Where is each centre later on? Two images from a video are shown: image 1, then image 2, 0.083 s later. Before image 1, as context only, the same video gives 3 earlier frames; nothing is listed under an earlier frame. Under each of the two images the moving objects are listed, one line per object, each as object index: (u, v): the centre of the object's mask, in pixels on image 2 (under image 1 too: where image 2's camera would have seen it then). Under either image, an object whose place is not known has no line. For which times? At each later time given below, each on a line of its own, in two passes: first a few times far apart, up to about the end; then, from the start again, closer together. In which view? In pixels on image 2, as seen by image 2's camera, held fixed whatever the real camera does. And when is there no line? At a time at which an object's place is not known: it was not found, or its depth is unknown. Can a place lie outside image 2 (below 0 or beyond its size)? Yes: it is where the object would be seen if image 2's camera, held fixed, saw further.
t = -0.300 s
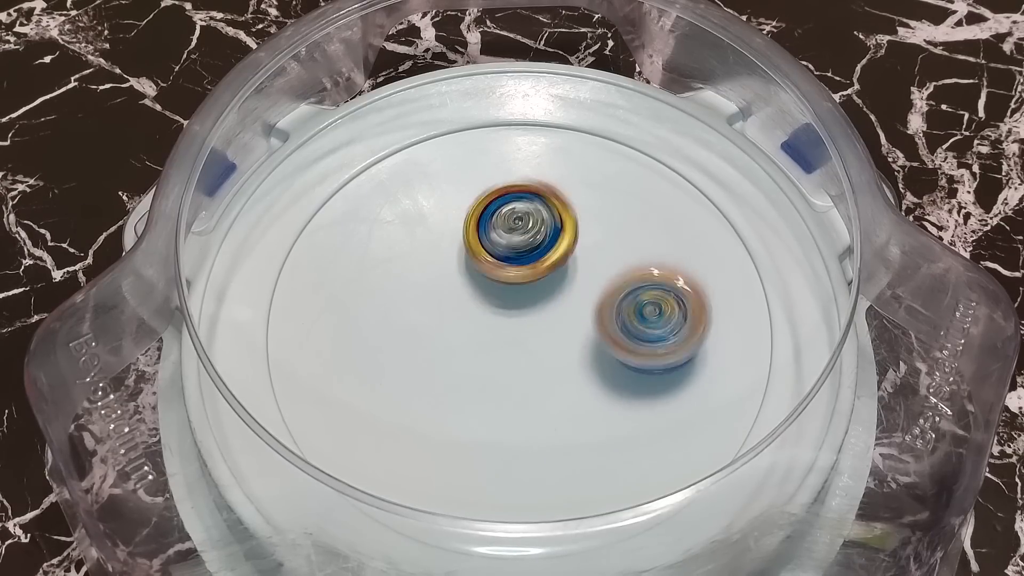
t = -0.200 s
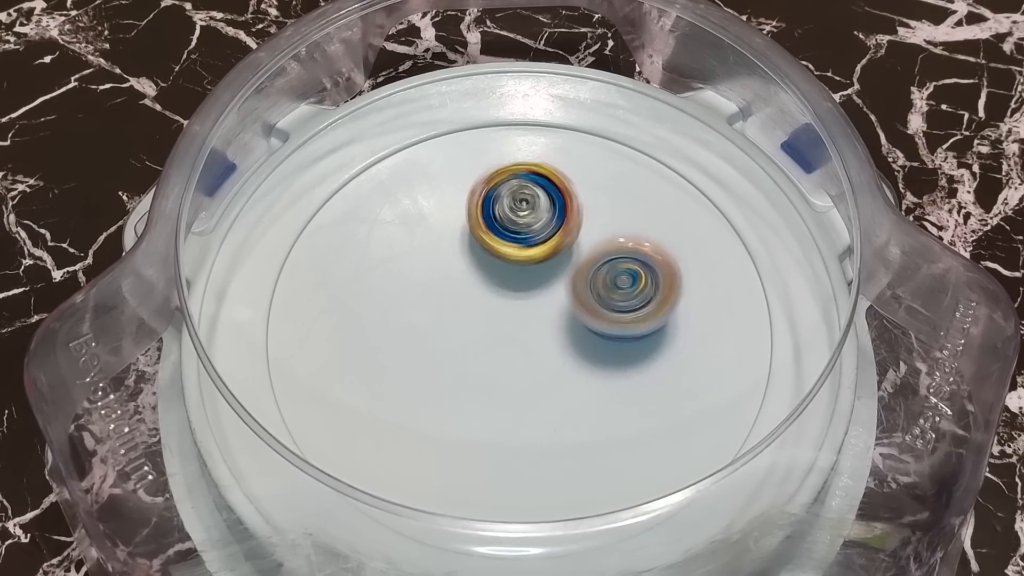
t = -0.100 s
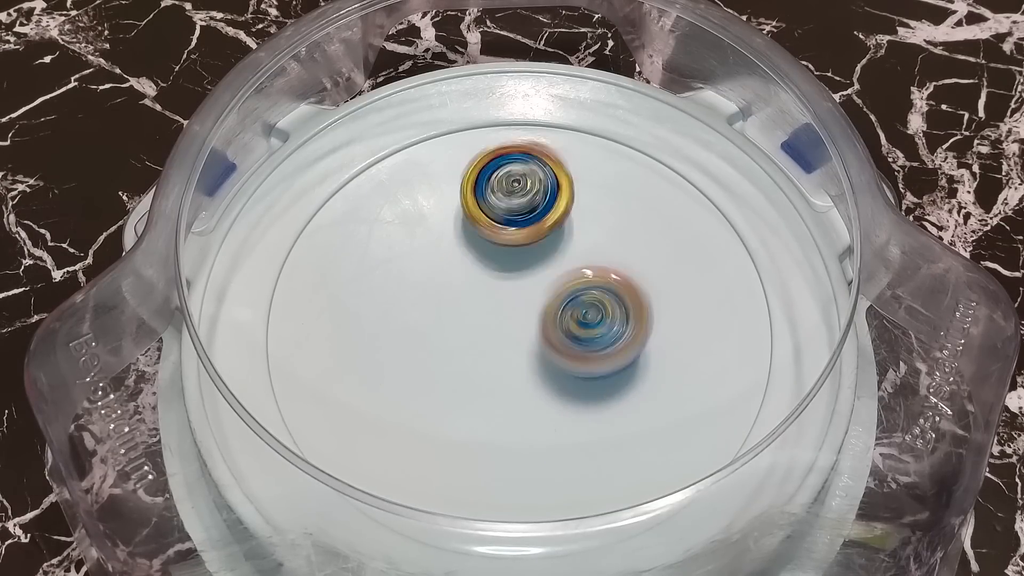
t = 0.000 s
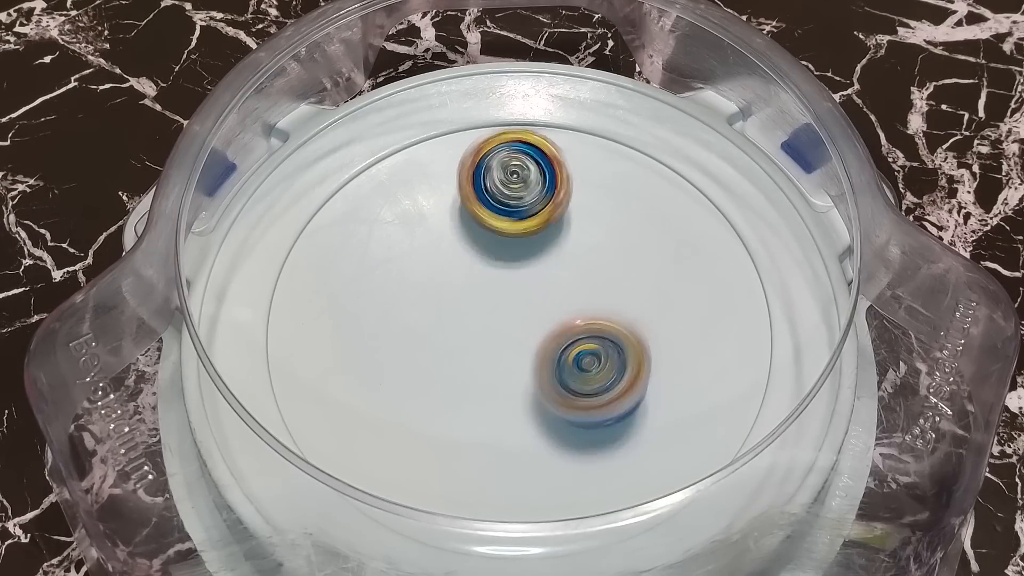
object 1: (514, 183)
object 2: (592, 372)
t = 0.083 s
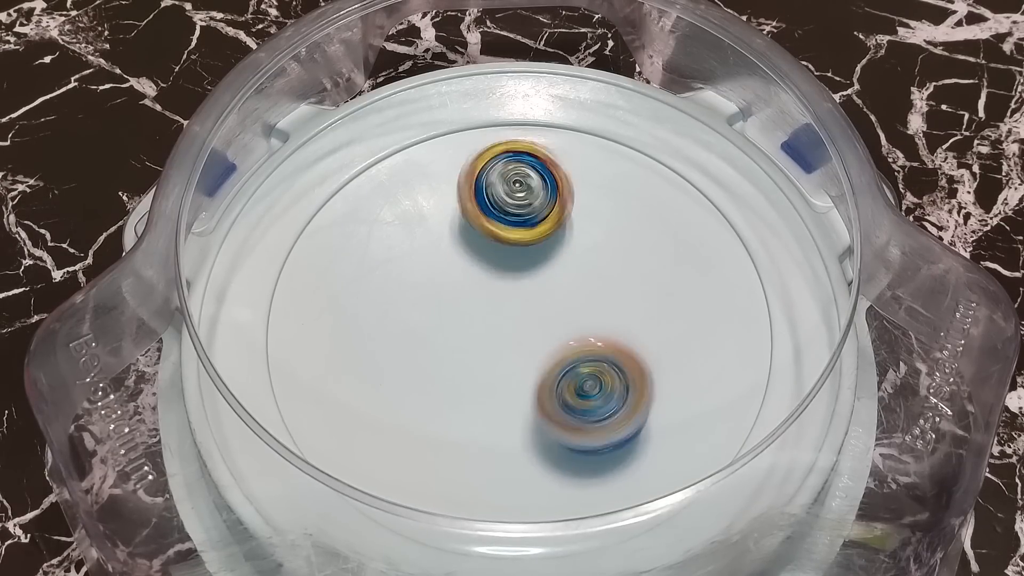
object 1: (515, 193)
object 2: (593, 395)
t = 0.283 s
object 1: (513, 243)
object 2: (583, 425)
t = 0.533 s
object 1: (543, 290)
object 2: (513, 394)
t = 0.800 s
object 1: (601, 300)
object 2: (414, 337)
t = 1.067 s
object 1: (634, 292)
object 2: (372, 288)
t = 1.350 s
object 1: (568, 315)
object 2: (435, 250)
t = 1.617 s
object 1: (523, 352)
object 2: (525, 215)
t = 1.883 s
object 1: (507, 404)
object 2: (581, 210)
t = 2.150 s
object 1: (490, 388)
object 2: (601, 277)
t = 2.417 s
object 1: (458, 338)
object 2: (630, 356)
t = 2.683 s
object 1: (403, 305)
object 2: (606, 374)
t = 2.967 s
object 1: (436, 275)
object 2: (487, 370)
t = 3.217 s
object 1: (495, 258)
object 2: (439, 397)
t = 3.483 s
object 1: (553, 242)
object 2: (470, 342)
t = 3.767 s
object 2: (449, 270)
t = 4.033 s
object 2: (447, 263)
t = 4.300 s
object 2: (477, 260)
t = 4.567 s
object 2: (512, 270)
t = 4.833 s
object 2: (525, 212)
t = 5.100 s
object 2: (484, 181)
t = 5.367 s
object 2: (473, 258)
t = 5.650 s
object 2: (529, 267)
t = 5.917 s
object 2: (583, 277)
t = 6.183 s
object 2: (605, 289)
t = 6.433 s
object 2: (577, 315)
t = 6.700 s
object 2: (580, 321)
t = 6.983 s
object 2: (564, 311)
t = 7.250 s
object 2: (561, 303)
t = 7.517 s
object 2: (571, 312)
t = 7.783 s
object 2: (559, 318)
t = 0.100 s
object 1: (514, 197)
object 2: (594, 398)
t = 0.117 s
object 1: (514, 202)
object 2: (593, 403)
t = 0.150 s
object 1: (514, 212)
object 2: (591, 411)
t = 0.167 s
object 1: (512, 215)
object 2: (592, 414)
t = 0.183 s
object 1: (512, 220)
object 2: (589, 418)
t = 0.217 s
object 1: (511, 229)
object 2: (587, 422)
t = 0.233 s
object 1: (513, 233)
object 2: (587, 424)
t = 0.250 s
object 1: (512, 236)
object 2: (585, 424)
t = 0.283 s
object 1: (513, 243)
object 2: (583, 425)
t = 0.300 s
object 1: (515, 249)
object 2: (581, 427)
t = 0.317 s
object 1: (516, 251)
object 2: (579, 426)
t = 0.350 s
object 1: (519, 258)
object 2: (574, 425)
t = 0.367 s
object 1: (519, 262)
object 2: (569, 425)
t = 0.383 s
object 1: (522, 267)
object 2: (568, 424)
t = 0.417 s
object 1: (526, 272)
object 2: (560, 420)
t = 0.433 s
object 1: (527, 274)
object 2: (553, 417)
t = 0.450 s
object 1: (529, 277)
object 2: (548, 414)
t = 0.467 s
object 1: (533, 280)
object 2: (541, 411)
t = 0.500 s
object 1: (538, 285)
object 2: (527, 402)
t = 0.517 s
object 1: (539, 287)
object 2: (521, 399)
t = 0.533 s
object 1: (543, 290)
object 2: (513, 394)
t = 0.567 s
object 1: (549, 293)
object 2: (499, 386)
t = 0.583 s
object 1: (553, 294)
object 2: (492, 383)
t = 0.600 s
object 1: (555, 296)
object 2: (485, 379)
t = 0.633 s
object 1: (564, 298)
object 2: (472, 372)
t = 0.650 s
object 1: (566, 299)
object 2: (465, 370)
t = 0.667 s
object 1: (571, 300)
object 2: (459, 366)
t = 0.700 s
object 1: (578, 301)
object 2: (446, 358)
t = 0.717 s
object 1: (581, 301)
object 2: (439, 355)
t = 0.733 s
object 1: (585, 301)
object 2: (434, 351)
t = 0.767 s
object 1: (592, 302)
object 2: (424, 344)
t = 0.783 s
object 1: (598, 301)
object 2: (418, 342)
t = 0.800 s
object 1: (601, 300)
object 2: (414, 337)
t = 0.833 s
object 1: (608, 298)
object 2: (405, 331)
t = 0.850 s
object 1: (611, 298)
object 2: (400, 327)
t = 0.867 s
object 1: (616, 297)
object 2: (396, 324)
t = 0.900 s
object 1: (623, 294)
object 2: (389, 318)
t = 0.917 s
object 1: (625, 292)
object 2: (384, 314)
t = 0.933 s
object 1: (628, 292)
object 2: (382, 311)
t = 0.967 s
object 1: (633, 289)
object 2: (378, 304)
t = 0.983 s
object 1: (635, 289)
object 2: (374, 300)
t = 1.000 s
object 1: (637, 289)
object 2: (374, 298)
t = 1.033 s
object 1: (638, 290)
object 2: (372, 293)
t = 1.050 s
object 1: (636, 291)
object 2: (371, 290)
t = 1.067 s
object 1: (634, 292)
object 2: (372, 288)
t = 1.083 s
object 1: (632, 293)
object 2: (372, 286)
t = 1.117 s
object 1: (629, 296)
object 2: (375, 281)
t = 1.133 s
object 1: (624, 295)
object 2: (377, 280)
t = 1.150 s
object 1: (620, 298)
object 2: (379, 277)
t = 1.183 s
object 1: (610, 302)
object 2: (385, 274)
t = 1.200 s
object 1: (607, 303)
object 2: (388, 272)
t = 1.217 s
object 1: (602, 302)
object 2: (393, 269)
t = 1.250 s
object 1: (593, 305)
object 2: (402, 265)
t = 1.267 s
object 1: (587, 308)
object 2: (407, 264)
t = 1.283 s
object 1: (585, 309)
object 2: (412, 260)
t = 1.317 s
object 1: (576, 312)
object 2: (423, 255)
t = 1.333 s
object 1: (572, 312)
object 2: (429, 254)
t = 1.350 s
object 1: (568, 315)
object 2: (435, 250)
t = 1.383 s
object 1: (560, 318)
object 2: (446, 245)
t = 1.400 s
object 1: (558, 321)
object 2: (452, 244)
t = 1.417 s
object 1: (554, 322)
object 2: (457, 241)
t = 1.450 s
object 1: (548, 327)
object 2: (469, 236)
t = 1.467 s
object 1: (544, 330)
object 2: (475, 235)
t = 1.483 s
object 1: (542, 332)
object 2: (481, 232)
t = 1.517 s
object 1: (535, 339)
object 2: (493, 227)
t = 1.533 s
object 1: (534, 339)
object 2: (498, 226)
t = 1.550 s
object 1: (531, 342)
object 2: (504, 223)
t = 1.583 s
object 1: (526, 346)
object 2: (515, 219)
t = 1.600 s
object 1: (524, 350)
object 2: (520, 218)
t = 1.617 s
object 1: (523, 352)
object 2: (525, 215)
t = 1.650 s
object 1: (519, 359)
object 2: (536, 212)
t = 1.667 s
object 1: (516, 361)
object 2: (541, 212)
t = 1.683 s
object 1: (515, 366)
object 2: (545, 209)
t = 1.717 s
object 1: (513, 372)
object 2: (553, 206)
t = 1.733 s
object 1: (513, 375)
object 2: (557, 206)
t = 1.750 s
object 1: (511, 377)
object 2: (561, 204)
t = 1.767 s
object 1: (510, 383)
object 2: (565, 205)
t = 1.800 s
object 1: (509, 389)
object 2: (570, 205)
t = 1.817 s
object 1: (510, 392)
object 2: (573, 204)
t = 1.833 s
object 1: (510, 395)
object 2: (575, 206)
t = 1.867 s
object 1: (510, 404)
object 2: (579, 209)
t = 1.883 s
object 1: (507, 404)
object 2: (581, 210)
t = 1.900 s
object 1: (506, 407)
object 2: (583, 213)
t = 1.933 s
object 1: (503, 410)
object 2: (586, 218)
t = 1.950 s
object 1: (503, 412)
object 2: (587, 221)
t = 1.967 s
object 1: (502, 411)
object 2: (589, 225)
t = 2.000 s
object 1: (498, 410)
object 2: (592, 233)
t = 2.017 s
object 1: (496, 410)
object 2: (592, 237)
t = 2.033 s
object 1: (497, 410)
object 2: (594, 242)
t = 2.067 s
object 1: (493, 403)
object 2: (597, 252)
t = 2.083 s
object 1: (492, 401)
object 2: (597, 257)
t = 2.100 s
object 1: (491, 399)
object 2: (599, 262)
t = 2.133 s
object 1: (492, 393)
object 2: (601, 272)
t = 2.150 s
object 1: (490, 388)
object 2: (601, 277)
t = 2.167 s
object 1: (490, 383)
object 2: (602, 282)
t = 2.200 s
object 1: (488, 376)
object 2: (604, 293)
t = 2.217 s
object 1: (490, 372)
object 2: (603, 299)
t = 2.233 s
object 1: (489, 367)
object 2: (604, 304)
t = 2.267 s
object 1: (488, 359)
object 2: (603, 315)
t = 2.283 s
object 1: (484, 357)
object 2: (604, 321)
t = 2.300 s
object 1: (480, 355)
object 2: (608, 326)
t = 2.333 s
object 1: (472, 349)
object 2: (615, 336)
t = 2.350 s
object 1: (470, 346)
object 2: (619, 340)
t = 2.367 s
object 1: (466, 344)
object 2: (621, 345)
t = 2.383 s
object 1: (465, 342)
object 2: (624, 349)
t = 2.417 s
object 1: (458, 338)
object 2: (630, 356)
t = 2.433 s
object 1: (455, 334)
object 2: (633, 360)
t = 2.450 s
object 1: (451, 332)
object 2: (635, 364)
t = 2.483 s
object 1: (445, 327)
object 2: (638, 370)
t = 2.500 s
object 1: (441, 326)
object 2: (638, 372)
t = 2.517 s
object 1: (438, 324)
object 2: (640, 372)
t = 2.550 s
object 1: (430, 321)
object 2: (639, 371)
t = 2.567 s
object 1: (428, 319)
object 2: (637, 371)
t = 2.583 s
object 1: (422, 317)
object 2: (635, 371)
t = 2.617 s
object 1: (414, 313)
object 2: (628, 372)
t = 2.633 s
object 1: (411, 312)
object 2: (623, 373)
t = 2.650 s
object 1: (410, 310)
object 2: (617, 373)
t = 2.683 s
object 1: (403, 305)
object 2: (606, 374)
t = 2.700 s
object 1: (400, 302)
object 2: (601, 372)
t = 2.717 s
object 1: (397, 300)
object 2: (594, 373)
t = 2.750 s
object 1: (396, 293)
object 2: (580, 371)
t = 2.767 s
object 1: (397, 291)
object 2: (572, 370)
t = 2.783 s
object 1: (399, 289)
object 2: (566, 370)
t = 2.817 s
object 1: (404, 284)
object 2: (550, 371)
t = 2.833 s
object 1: (406, 282)
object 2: (542, 371)
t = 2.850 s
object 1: (407, 281)
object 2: (534, 371)
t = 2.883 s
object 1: (415, 280)
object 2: (520, 369)
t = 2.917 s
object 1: (428, 278)
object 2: (506, 367)
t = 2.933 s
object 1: (431, 278)
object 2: (499, 367)
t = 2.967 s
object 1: (436, 275)
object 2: (487, 370)
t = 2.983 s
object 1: (438, 274)
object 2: (481, 371)
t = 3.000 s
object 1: (443, 273)
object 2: (476, 374)
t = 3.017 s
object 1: (446, 272)
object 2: (470, 378)
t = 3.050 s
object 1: (456, 269)
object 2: (460, 383)
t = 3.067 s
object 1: (460, 268)
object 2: (457, 385)
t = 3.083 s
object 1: (465, 267)
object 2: (453, 387)
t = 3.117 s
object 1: (471, 264)
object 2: (446, 391)
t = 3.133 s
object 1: (475, 263)
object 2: (444, 392)
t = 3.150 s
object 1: (477, 263)
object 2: (442, 394)
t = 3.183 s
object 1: (487, 261)
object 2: (439, 396)
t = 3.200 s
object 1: (490, 260)
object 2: (439, 397)
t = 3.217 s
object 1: (495, 258)
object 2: (439, 397)
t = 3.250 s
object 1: (500, 256)
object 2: (441, 395)
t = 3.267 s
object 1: (506, 254)
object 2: (442, 395)
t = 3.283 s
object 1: (508, 253)
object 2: (443, 392)
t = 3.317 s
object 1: (516, 251)
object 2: (446, 390)
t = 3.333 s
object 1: (518, 250)
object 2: (448, 388)
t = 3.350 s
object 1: (523, 249)
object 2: (450, 385)
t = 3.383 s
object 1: (531, 246)
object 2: (457, 376)
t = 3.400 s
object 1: (535, 245)
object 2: (460, 369)
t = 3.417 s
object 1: (537, 244)
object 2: (463, 364)
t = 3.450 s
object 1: (546, 243)
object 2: (467, 353)
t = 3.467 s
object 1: (549, 241)
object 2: (468, 348)
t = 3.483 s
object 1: (553, 242)
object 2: (470, 342)
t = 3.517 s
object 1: (558, 243)
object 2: (474, 330)
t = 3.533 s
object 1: (564, 244)
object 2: (476, 324)
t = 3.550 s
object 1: (568, 244)
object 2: (478, 317)
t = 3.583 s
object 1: (574, 247)
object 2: (477, 308)
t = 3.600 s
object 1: (579, 245)
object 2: (473, 305)
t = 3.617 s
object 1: (584, 245)
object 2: (470, 302)
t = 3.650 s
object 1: (590, 244)
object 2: (467, 294)
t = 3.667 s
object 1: (593, 245)
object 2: (464, 289)
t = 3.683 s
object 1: (596, 245)
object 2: (460, 286)
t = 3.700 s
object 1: (598, 246)
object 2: (457, 283)
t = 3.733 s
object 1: (606, 248)
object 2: (454, 275)
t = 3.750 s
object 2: (451, 272)
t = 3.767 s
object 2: (449, 270)
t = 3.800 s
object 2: (443, 265)
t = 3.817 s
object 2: (441, 263)
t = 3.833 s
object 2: (441, 262)
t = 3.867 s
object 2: (439, 259)
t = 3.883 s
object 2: (438, 259)
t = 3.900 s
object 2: (437, 259)
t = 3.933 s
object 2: (437, 260)
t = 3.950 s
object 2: (439, 260)
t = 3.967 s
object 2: (441, 260)
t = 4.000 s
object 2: (443, 261)
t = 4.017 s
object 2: (444, 262)
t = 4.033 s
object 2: (447, 263)
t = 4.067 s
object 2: (452, 265)
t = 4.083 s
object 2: (456, 266)
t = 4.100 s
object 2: (459, 266)
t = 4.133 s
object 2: (467, 270)
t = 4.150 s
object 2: (472, 271)
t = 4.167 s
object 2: (475, 269)
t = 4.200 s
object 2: (474, 265)
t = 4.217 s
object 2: (474, 264)
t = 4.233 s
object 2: (475, 263)
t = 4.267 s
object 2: (477, 260)
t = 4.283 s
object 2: (476, 260)
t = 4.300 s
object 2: (477, 260)
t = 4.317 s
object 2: (477, 260)
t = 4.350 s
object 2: (482, 259)
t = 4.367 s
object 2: (482, 260)
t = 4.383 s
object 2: (483, 260)
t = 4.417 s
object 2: (487, 262)
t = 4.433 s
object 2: (490, 263)
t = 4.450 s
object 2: (491, 262)
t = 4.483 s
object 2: (496, 266)
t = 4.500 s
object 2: (499, 267)
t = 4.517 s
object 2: (503, 267)
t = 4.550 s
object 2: (508, 269)
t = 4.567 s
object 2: (512, 270)
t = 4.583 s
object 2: (515, 271)
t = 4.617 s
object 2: (522, 272)
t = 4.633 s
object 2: (527, 274)
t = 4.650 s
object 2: (530, 275)
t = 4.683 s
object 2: (540, 275)
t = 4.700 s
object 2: (540, 267)
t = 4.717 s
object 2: (540, 258)
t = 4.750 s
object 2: (533, 239)
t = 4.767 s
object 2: (532, 231)
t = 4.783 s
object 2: (531, 224)
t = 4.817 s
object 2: (527, 216)
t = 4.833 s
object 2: (525, 212)
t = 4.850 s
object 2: (522, 207)
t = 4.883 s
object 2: (519, 199)
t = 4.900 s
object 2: (516, 195)
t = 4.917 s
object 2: (514, 192)
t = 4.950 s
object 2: (508, 185)
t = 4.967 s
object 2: (506, 183)
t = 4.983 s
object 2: (503, 180)
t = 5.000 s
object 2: (500, 178)
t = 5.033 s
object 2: (494, 176)
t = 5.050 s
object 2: (491, 177)
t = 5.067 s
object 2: (487, 178)
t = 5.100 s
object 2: (484, 181)
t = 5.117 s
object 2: (481, 184)
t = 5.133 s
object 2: (480, 187)
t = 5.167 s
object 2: (477, 196)
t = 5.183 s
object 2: (476, 200)
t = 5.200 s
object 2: (475, 205)
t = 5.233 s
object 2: (474, 216)
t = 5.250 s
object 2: (475, 221)
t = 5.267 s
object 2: (473, 226)
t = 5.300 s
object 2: (474, 237)
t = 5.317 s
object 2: (473, 242)
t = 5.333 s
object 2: (474, 247)
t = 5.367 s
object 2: (473, 258)
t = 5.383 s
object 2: (474, 263)
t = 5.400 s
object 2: (474, 268)
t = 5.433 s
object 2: (475, 274)
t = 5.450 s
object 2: (476, 277)
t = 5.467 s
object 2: (477, 280)
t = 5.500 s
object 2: (486, 280)
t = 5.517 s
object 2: (493, 277)
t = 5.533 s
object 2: (499, 271)
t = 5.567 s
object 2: (511, 269)
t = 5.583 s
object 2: (514, 270)
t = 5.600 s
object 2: (518, 268)
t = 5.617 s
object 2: (522, 269)
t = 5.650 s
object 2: (529, 267)
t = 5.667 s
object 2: (534, 268)
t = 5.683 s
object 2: (537, 267)
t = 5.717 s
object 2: (548, 269)
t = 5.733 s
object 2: (552, 268)
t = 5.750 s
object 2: (554, 270)
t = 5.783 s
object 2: (561, 271)
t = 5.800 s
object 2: (566, 271)
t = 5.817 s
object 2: (568, 271)
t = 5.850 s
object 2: (574, 273)
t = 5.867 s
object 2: (577, 275)
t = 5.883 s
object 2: (580, 274)
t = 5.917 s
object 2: (583, 277)
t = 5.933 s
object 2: (582, 279)
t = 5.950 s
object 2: (585, 278)
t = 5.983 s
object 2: (585, 282)
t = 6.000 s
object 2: (582, 282)
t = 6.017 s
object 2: (583, 282)
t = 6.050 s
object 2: (581, 286)
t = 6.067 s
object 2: (583, 285)
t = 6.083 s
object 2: (592, 285)
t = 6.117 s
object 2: (601, 285)
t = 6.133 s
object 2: (602, 285)
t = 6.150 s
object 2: (604, 286)
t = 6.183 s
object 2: (605, 289)
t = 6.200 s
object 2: (604, 291)
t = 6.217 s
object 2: (605, 290)
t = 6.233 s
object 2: (604, 293)
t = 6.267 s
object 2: (601, 298)
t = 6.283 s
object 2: (599, 298)
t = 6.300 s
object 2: (597, 302)
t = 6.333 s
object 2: (593, 307)
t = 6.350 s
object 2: (590, 307)
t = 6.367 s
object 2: (588, 310)
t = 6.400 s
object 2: (582, 314)
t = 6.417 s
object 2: (579, 315)
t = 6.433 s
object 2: (577, 315)
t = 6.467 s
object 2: (571, 318)
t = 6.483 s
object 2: (566, 320)
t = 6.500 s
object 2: (566, 319)
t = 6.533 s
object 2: (571, 323)
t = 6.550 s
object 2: (572, 323)
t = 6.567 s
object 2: (573, 321)
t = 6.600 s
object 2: (577, 322)
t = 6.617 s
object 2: (578, 322)
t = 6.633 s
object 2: (578, 322)
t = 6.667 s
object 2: (580, 321)
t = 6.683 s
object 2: (580, 321)
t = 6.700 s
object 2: (580, 321)
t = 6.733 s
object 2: (578, 318)
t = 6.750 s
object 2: (578, 319)
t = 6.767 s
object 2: (577, 318)
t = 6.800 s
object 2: (573, 317)
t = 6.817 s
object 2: (572, 314)
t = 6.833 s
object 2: (570, 315)
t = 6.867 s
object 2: (567, 314)
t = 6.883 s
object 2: (564, 312)
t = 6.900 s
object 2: (561, 311)
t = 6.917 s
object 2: (558, 311)
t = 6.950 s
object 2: (563, 312)
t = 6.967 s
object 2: (564, 311)
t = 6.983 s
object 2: (564, 311)
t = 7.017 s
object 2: (566, 309)
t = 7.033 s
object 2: (568, 310)
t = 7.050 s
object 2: (569, 308)
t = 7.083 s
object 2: (569, 308)
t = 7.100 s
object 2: (571, 306)
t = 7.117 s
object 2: (570, 307)
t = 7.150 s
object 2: (571, 305)
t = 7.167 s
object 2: (568, 305)
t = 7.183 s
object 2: (567, 303)
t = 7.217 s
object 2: (565, 302)
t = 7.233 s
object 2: (565, 303)
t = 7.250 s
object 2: (561, 303)
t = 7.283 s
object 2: (555, 302)
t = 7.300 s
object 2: (553, 299)
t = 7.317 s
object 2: (555, 299)
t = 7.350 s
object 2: (556, 301)
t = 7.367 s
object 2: (557, 304)
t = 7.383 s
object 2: (558, 305)
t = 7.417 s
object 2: (562, 306)
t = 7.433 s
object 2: (563, 306)
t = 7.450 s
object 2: (566, 307)
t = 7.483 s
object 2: (570, 310)
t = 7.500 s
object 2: (572, 310)
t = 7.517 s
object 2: (571, 312)
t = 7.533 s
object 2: (572, 312)
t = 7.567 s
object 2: (573, 314)
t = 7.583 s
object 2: (572, 313)
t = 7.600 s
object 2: (572, 314)
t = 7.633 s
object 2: (569, 315)
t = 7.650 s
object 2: (570, 315)
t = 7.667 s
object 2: (569, 317)
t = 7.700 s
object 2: (565, 316)
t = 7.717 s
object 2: (562, 317)
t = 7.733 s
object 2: (560, 316)
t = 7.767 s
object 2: (560, 318)
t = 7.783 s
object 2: (559, 318)
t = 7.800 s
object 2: (557, 318)
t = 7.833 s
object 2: (553, 323)
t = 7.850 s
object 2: (553, 325)
